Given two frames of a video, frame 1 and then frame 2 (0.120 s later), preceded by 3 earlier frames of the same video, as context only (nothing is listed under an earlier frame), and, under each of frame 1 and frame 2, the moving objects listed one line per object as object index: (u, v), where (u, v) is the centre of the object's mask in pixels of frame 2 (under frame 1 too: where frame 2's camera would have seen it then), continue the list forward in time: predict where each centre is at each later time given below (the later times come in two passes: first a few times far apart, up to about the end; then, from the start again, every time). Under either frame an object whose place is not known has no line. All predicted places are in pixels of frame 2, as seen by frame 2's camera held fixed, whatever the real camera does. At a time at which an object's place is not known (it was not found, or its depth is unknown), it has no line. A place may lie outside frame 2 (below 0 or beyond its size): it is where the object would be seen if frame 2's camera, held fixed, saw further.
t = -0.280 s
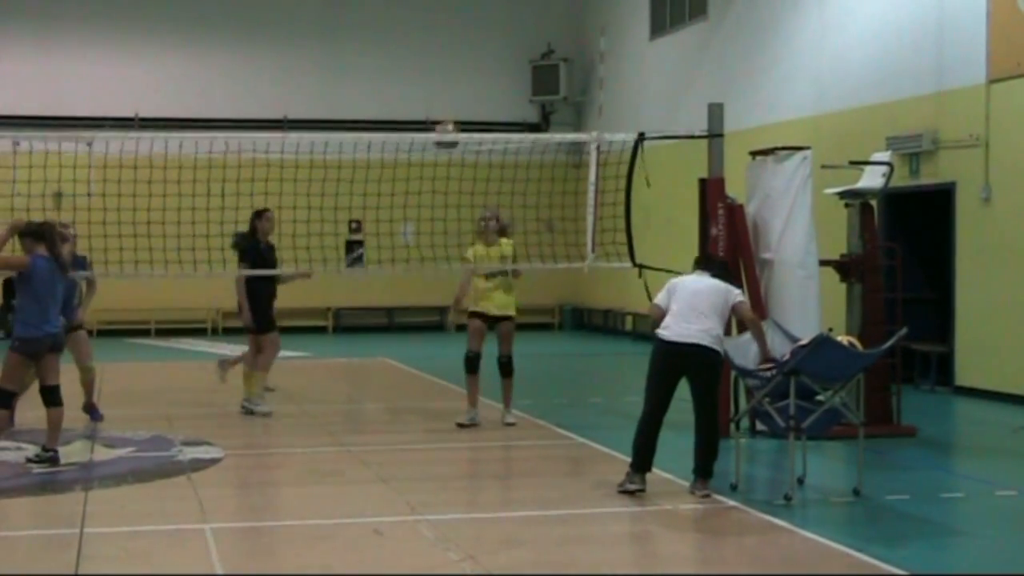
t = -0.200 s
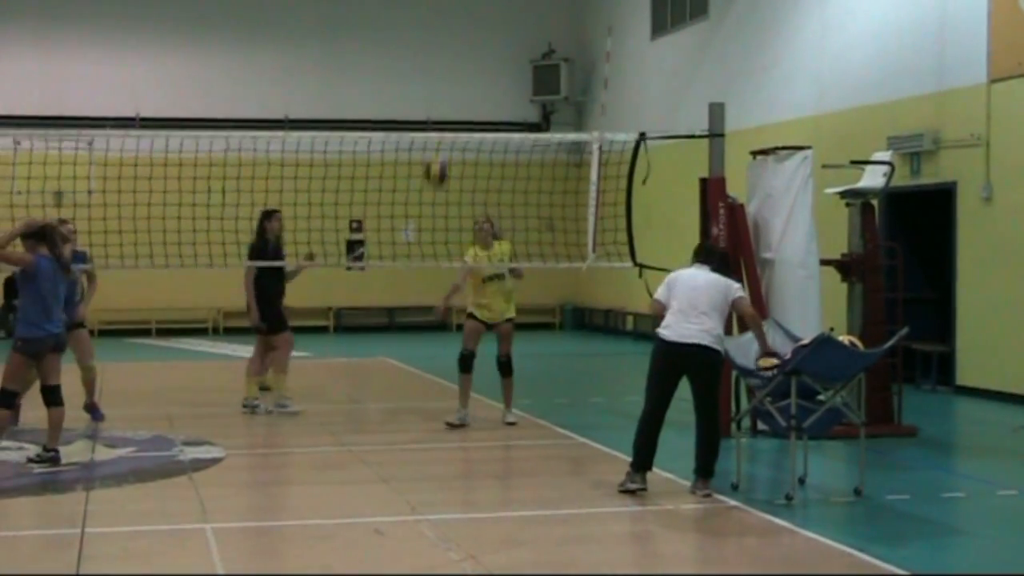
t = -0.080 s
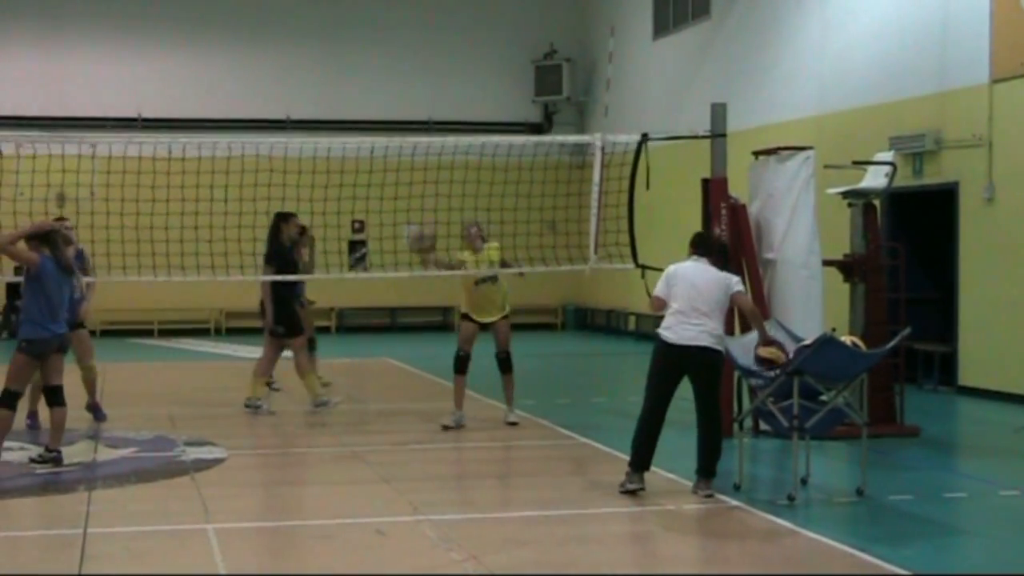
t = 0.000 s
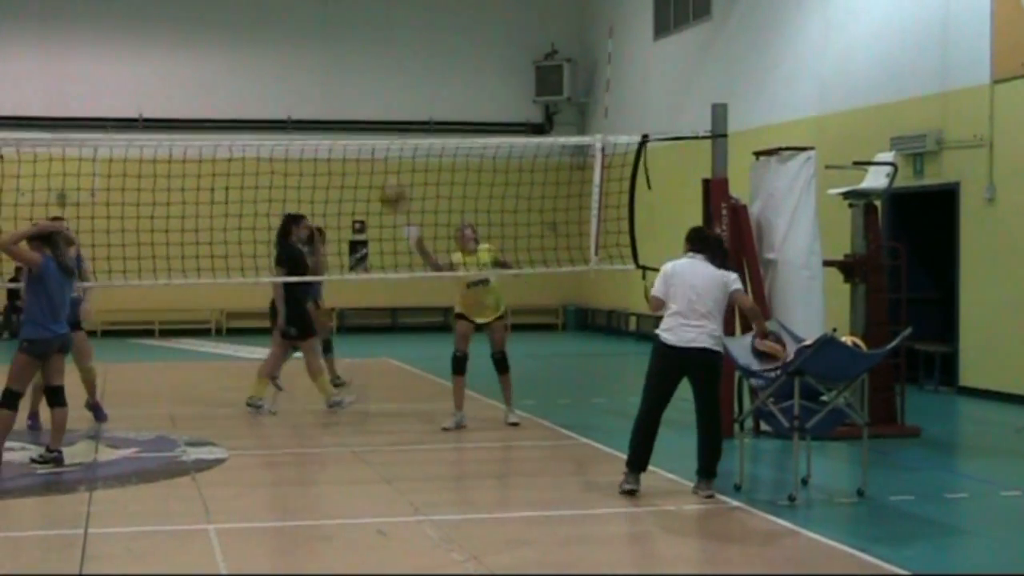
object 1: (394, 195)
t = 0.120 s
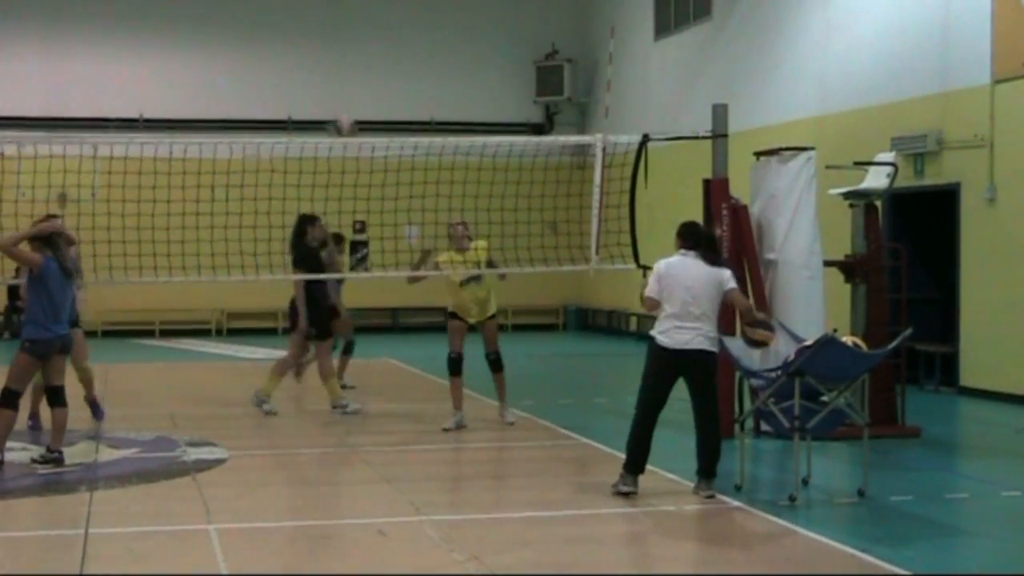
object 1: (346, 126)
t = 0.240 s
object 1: (292, 81)
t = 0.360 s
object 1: (241, 51)
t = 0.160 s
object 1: (326, 113)
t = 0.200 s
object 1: (308, 95)
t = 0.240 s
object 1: (292, 81)
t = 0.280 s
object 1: (276, 69)
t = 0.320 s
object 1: (258, 59)
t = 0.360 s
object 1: (241, 51)
